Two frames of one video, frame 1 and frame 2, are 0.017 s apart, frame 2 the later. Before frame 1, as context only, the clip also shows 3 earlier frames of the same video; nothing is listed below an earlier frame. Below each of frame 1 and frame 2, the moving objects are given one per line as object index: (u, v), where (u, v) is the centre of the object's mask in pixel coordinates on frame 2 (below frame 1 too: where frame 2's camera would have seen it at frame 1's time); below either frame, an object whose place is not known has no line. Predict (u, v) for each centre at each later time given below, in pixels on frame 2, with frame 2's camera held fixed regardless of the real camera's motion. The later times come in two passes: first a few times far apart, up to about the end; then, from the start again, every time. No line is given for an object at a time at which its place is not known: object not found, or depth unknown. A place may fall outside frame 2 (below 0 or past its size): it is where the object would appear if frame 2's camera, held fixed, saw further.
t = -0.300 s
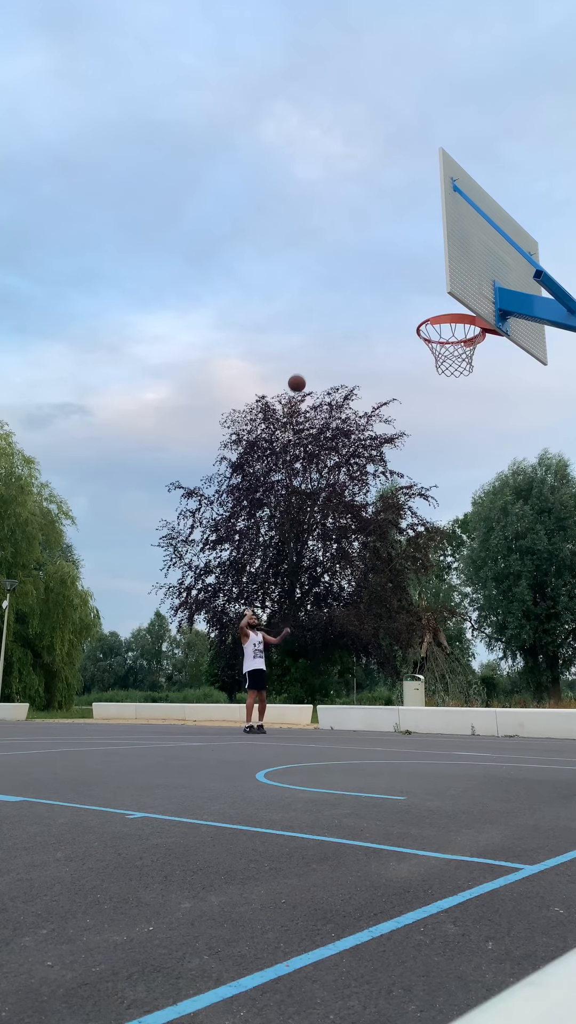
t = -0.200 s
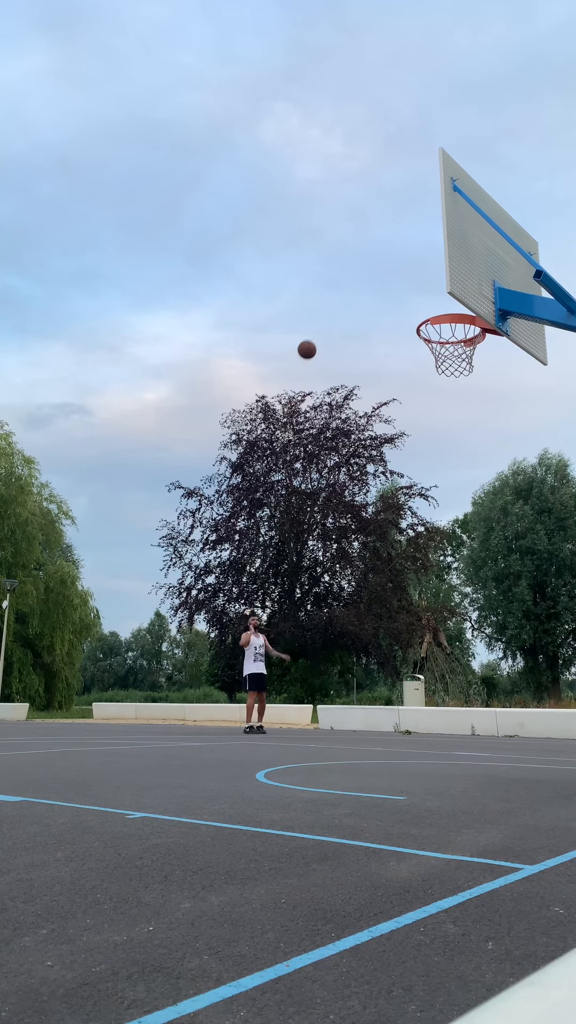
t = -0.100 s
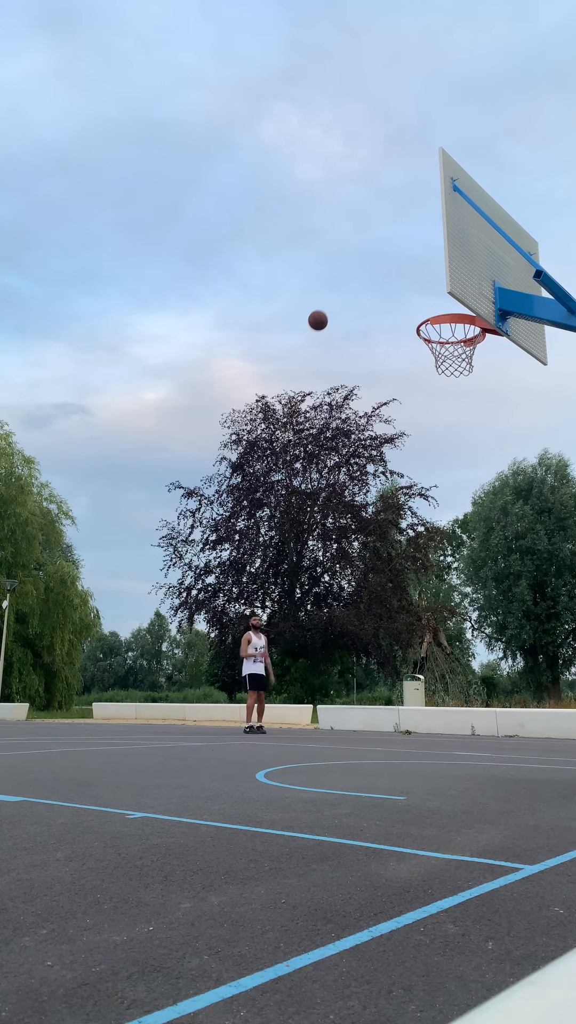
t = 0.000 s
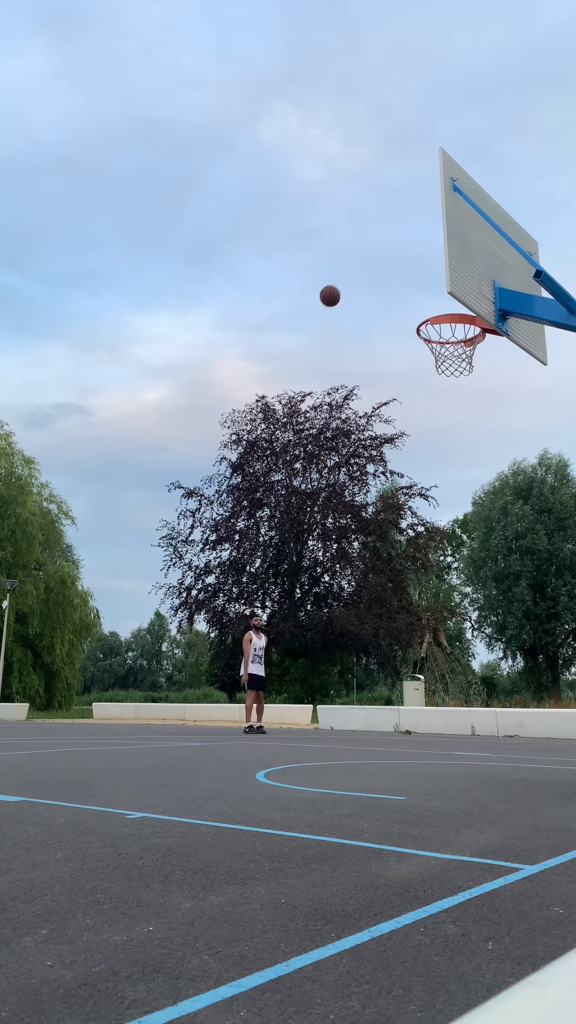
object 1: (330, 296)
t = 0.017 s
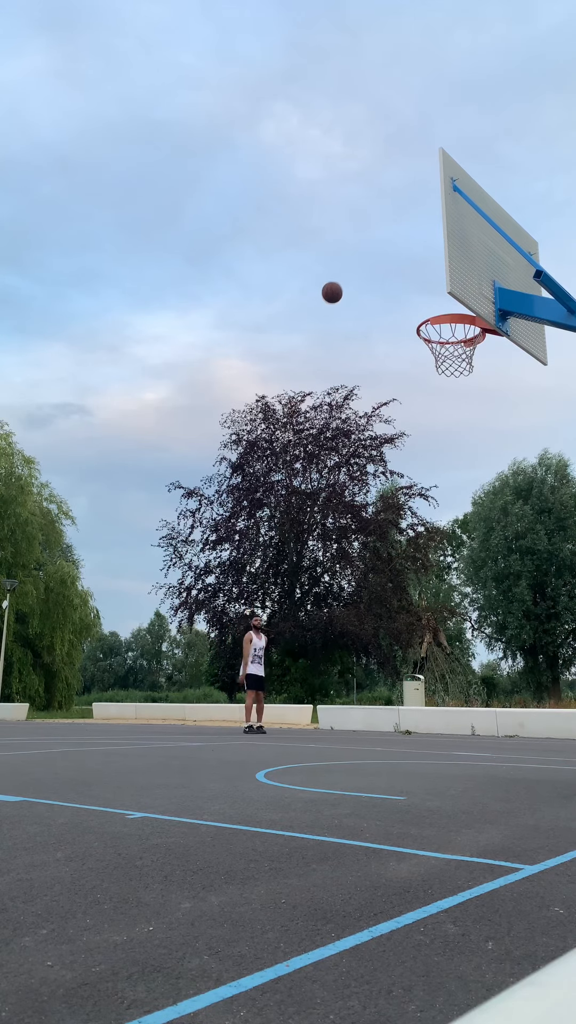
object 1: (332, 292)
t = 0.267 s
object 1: (369, 261)
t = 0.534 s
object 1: (426, 291)
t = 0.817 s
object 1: (464, 473)
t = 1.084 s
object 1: (483, 746)
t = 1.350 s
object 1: (447, 554)
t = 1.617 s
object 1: (425, 476)
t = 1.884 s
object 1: (411, 475)
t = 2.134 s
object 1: (402, 523)
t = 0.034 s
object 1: (334, 289)
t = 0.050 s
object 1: (336, 286)
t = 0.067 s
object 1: (338, 283)
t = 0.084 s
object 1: (341, 280)
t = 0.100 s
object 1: (343, 277)
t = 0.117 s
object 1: (345, 275)
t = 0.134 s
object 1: (348, 272)
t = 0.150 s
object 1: (350, 270)
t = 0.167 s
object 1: (353, 269)
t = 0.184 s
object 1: (356, 267)
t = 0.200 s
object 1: (358, 265)
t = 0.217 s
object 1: (361, 264)
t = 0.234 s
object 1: (364, 263)
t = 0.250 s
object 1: (366, 262)
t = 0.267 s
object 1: (369, 261)
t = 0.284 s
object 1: (372, 261)
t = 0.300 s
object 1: (375, 261)
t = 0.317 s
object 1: (378, 261)
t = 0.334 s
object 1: (382, 261)
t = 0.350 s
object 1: (385, 262)
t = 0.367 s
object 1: (388, 263)
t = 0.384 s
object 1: (391, 264)
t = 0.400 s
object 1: (395, 266)
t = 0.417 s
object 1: (398, 267)
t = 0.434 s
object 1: (402, 270)
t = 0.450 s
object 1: (406, 272)
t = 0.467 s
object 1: (410, 275)
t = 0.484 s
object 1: (414, 278)
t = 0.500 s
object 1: (418, 282)
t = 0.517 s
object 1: (422, 286)
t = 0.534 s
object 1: (426, 291)
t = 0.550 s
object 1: (431, 296)
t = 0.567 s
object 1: (436, 301)
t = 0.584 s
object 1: (440, 304)
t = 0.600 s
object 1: (445, 311)
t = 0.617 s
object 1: (450, 323)
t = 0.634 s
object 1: (455, 333)
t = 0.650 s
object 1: (457, 341)
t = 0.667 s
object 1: (458, 354)
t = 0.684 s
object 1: (459, 366)
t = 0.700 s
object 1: (459, 379)
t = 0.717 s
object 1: (460, 391)
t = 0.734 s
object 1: (460, 404)
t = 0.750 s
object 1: (461, 417)
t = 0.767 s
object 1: (462, 431)
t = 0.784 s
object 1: (462, 445)
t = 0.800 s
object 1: (463, 459)
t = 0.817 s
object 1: (464, 473)
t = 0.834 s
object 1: (465, 488)
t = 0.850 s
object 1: (466, 503)
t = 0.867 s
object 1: (467, 518)
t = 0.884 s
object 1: (469, 532)
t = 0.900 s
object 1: (470, 549)
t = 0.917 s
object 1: (471, 565)
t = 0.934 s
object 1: (471, 580)
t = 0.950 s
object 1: (474, 597)
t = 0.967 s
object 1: (474, 616)
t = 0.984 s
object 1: (475, 633)
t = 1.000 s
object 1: (476, 651)
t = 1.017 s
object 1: (478, 670)
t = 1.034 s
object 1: (479, 688)
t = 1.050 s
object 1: (480, 706)
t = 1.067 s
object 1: (482, 727)
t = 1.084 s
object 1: (483, 746)
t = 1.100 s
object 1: (482, 743)
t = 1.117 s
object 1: (479, 726)
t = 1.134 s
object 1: (476, 708)
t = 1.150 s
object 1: (474, 693)
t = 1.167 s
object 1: (471, 678)
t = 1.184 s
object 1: (468, 664)
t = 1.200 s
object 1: (466, 650)
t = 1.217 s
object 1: (463, 637)
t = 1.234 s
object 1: (461, 624)
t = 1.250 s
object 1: (458, 613)
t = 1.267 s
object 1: (457, 602)
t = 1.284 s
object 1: (454, 591)
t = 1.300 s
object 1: (453, 580)
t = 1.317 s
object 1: (450, 571)
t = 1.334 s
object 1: (449, 563)
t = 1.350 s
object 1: (447, 554)
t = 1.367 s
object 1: (444, 546)
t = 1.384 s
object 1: (443, 539)
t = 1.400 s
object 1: (443, 533)
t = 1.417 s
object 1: (440, 527)
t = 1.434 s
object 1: (439, 520)
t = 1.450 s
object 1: (438, 514)
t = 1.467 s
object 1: (436, 508)
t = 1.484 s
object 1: (435, 503)
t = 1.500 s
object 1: (433, 499)
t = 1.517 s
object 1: (433, 495)
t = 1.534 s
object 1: (431, 491)
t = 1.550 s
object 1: (430, 487)
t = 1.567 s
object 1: (429, 484)
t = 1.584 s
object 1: (428, 481)
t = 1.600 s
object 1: (427, 478)
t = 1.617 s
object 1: (425, 476)
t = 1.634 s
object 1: (424, 474)
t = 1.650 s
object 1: (423, 472)
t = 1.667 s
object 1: (422, 471)
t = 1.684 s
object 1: (421, 469)
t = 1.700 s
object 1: (420, 468)
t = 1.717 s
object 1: (419, 468)
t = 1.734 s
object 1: (418, 467)
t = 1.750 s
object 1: (418, 467)
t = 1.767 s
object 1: (417, 467)
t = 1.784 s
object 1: (416, 468)
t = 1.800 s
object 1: (415, 468)
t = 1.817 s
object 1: (414, 469)
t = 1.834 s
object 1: (414, 470)
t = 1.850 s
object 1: (413, 471)
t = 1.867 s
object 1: (412, 473)
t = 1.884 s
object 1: (411, 475)
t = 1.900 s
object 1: (411, 476)
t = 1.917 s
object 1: (410, 478)
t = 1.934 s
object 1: (410, 481)
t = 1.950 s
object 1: (409, 483)
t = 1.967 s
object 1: (408, 486)
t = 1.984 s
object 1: (408, 489)
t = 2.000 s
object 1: (407, 492)
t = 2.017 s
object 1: (406, 495)
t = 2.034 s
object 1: (405, 498)
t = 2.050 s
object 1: (405, 501)
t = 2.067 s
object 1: (404, 506)
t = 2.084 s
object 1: (404, 510)
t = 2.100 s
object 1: (402, 515)
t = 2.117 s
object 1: (403, 518)
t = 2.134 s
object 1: (402, 523)
